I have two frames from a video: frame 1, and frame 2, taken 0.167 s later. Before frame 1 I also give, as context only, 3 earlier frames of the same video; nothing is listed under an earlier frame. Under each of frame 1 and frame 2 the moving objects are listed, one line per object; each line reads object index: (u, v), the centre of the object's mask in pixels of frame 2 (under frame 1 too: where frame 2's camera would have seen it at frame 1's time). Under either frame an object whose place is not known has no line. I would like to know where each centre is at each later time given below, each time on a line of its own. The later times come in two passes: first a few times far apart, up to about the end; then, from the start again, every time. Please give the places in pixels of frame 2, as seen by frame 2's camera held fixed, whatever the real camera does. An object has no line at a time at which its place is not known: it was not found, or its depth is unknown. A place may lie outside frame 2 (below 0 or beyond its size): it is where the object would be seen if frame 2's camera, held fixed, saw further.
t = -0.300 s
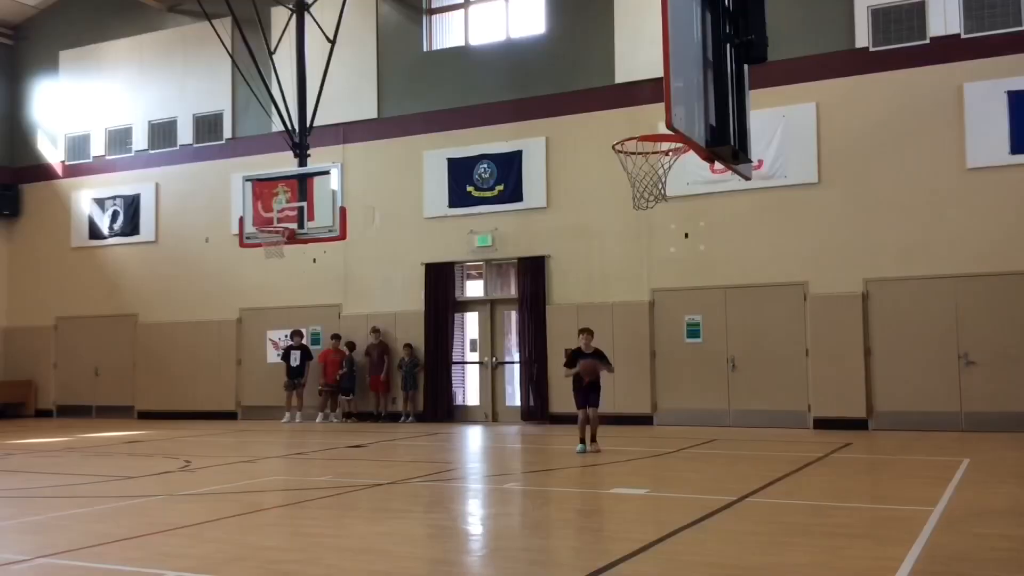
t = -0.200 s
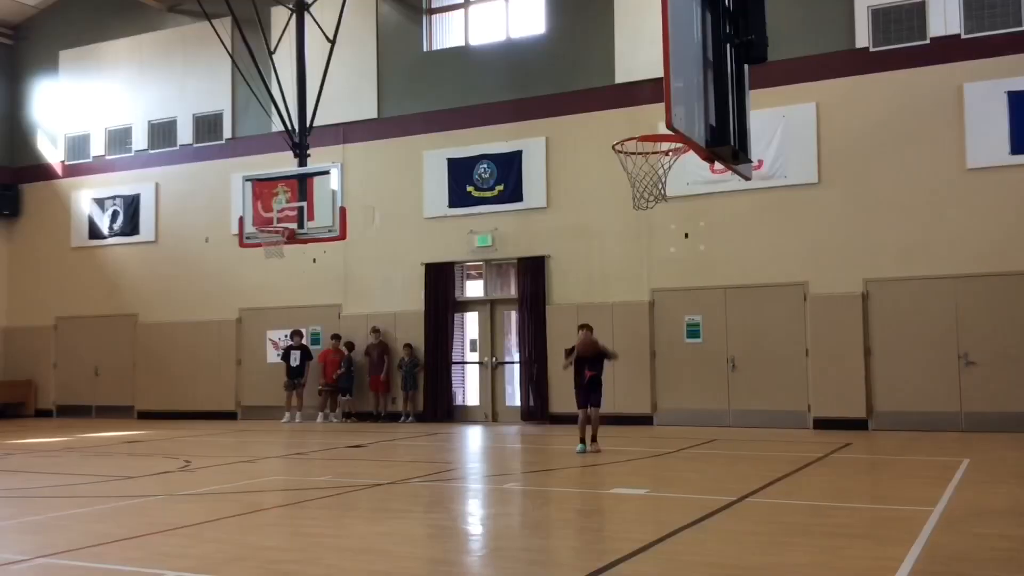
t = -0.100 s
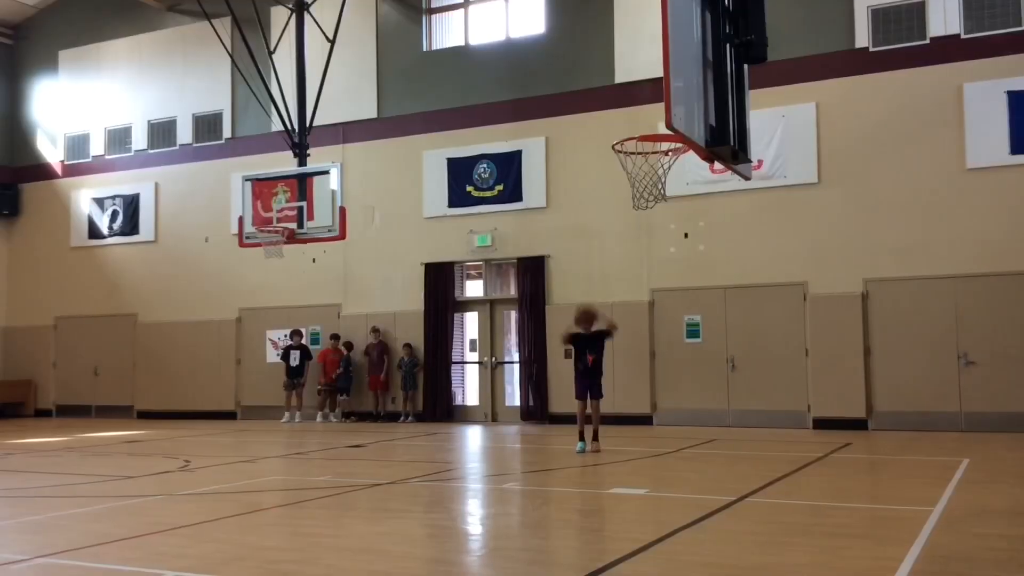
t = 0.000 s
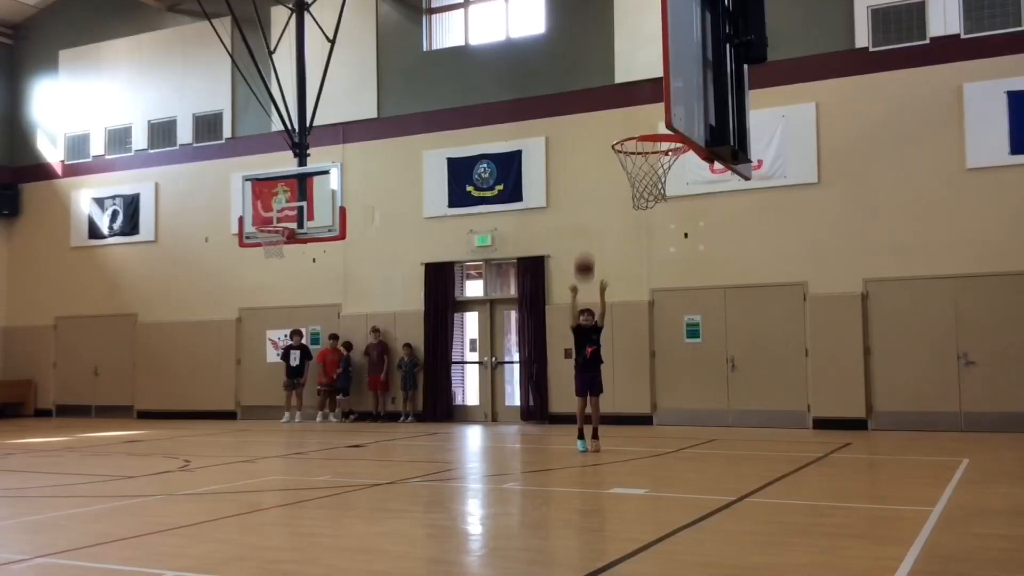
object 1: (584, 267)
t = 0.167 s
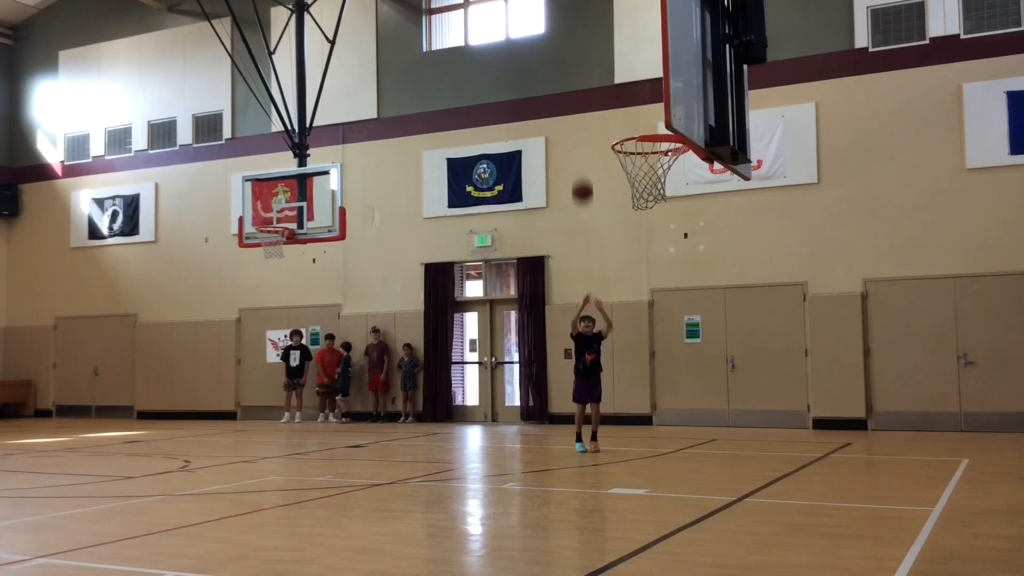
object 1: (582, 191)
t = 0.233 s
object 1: (582, 165)
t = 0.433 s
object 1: (580, 110)
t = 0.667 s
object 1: (581, 88)
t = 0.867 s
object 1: (581, 114)
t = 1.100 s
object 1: (584, 209)
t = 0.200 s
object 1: (582, 177)
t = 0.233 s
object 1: (582, 165)
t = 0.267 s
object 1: (581, 154)
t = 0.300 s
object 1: (581, 144)
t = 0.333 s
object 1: (581, 134)
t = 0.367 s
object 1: (581, 125)
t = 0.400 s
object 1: (581, 117)
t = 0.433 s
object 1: (580, 110)
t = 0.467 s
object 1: (580, 103)
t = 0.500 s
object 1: (580, 99)
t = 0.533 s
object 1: (581, 94)
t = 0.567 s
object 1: (581, 91)
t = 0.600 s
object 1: (581, 89)
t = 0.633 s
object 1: (581, 87)
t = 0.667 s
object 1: (581, 88)
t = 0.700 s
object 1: (581, 89)
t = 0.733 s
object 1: (581, 91)
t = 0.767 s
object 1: (581, 95)
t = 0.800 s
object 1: (581, 100)
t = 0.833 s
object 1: (580, 106)
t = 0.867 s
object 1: (581, 114)
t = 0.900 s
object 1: (582, 123)
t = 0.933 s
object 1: (582, 133)
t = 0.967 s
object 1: (582, 144)
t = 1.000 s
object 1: (582, 157)
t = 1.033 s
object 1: (583, 173)
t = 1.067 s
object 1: (583, 189)
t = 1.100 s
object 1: (584, 209)
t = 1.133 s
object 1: (584, 228)
